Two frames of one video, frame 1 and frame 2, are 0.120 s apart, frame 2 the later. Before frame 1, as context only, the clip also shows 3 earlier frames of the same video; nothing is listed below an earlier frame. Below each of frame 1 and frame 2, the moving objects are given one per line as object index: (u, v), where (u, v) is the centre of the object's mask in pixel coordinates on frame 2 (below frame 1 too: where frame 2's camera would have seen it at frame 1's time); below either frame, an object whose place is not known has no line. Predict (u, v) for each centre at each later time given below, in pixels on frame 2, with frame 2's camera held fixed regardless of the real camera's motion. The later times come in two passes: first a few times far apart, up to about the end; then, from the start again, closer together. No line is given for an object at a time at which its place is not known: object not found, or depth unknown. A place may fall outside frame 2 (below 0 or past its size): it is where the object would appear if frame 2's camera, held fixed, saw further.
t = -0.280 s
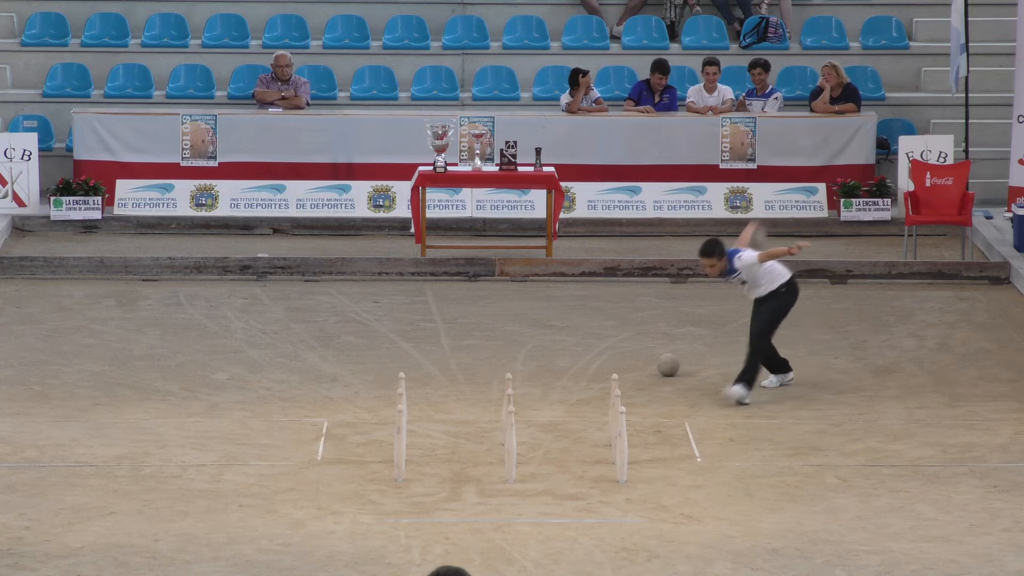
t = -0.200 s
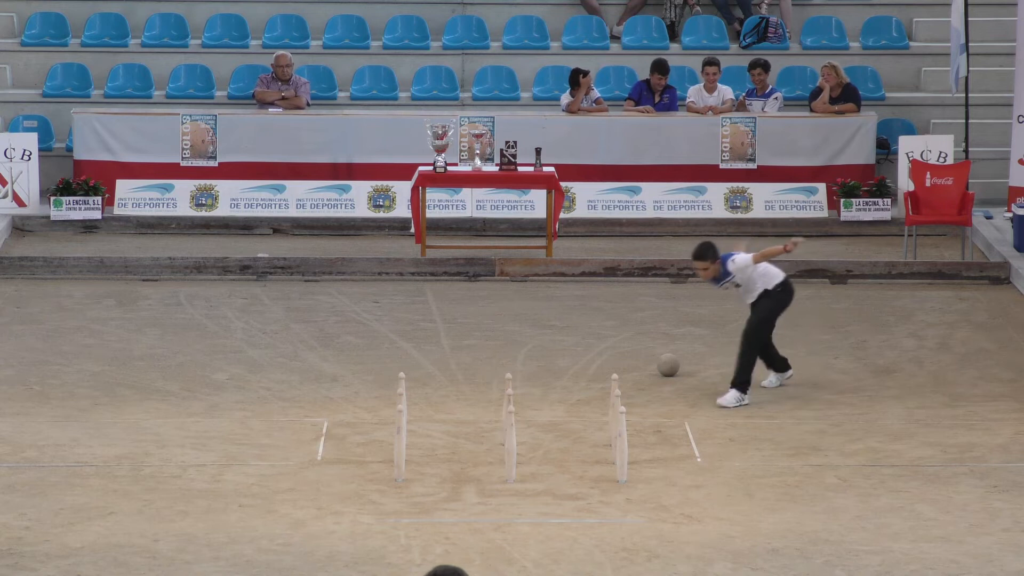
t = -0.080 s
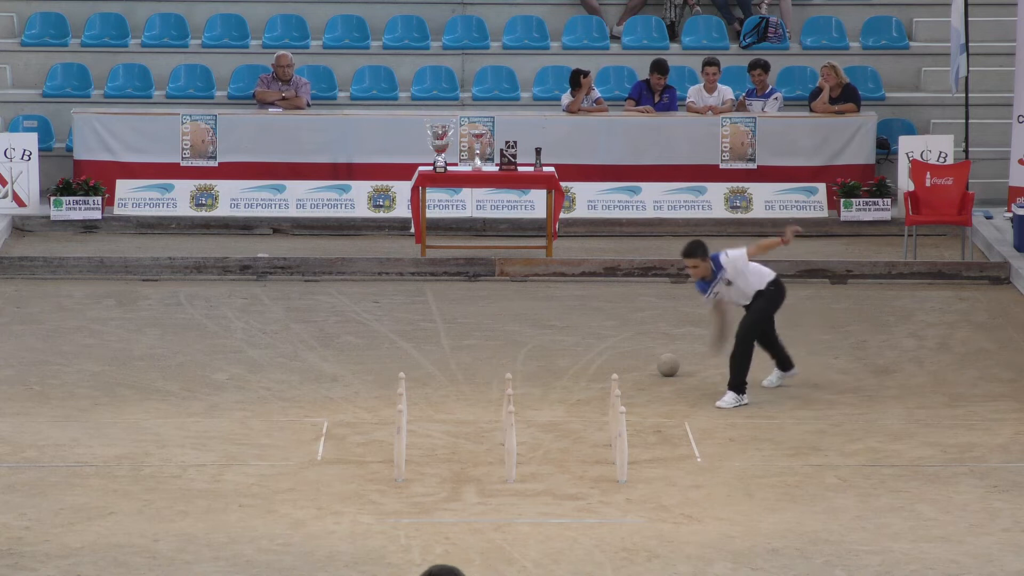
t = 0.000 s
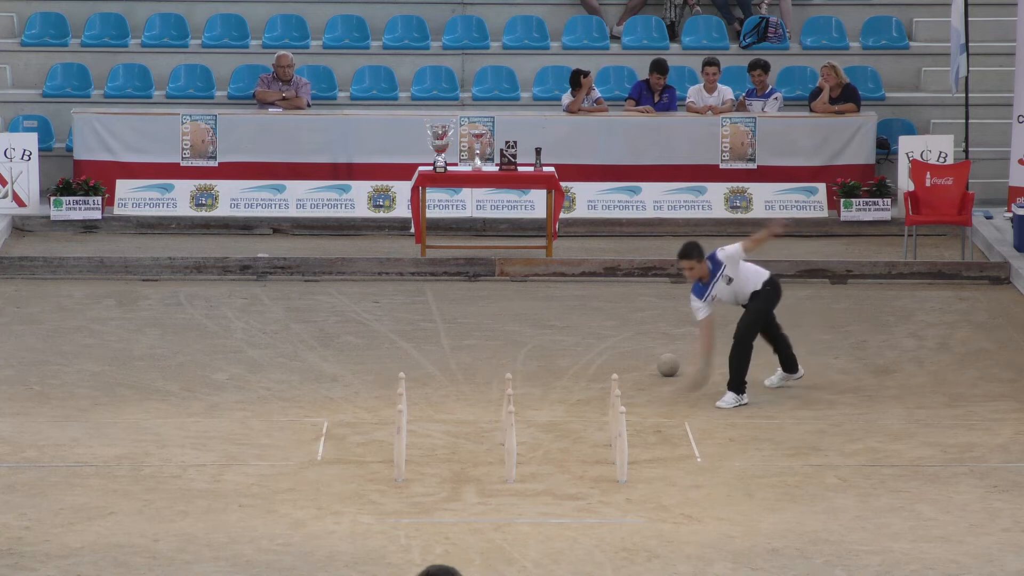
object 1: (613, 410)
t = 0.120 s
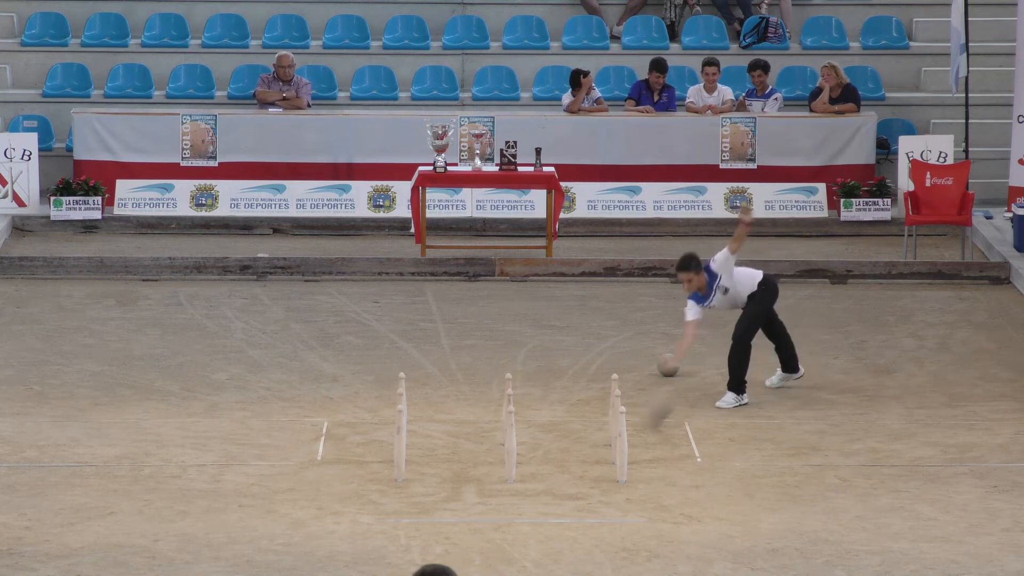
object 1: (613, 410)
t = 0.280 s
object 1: (600, 403)
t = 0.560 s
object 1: (453, 442)
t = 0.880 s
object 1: (319, 499)
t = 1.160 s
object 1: (247, 509)
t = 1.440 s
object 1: (212, 513)
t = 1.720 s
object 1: (206, 513)
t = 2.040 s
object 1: (204, 513)
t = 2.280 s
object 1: (203, 513)
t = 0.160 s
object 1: (613, 410)
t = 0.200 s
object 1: (613, 410)
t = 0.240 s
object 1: (612, 409)
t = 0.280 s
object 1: (600, 403)
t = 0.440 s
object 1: (502, 401)
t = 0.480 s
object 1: (492, 415)
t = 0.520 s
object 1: (473, 434)
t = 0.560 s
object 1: (453, 442)
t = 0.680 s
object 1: (399, 478)
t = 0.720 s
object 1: (381, 488)
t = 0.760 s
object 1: (364, 490)
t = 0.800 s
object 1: (347, 491)
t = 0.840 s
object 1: (335, 494)
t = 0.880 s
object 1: (319, 499)
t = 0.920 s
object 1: (304, 502)
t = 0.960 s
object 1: (295, 502)
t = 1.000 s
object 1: (285, 504)
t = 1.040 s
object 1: (275, 506)
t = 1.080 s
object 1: (265, 507)
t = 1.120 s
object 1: (257, 508)
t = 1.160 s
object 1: (247, 509)
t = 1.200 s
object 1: (240, 510)
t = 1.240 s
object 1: (233, 511)
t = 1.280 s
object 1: (227, 512)
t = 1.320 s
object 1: (223, 512)
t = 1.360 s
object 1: (219, 513)
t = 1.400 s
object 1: (215, 513)
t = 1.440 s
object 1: (212, 513)
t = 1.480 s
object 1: (211, 513)
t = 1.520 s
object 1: (209, 513)
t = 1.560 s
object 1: (209, 513)
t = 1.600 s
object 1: (208, 513)
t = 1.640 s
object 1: (207, 513)
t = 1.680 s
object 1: (207, 513)
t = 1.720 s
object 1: (206, 513)
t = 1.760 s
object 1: (206, 513)
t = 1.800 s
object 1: (205, 513)
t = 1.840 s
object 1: (205, 513)
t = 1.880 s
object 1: (205, 513)
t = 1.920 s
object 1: (205, 513)
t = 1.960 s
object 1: (204, 513)
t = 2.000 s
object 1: (204, 513)
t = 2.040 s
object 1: (204, 513)
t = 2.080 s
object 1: (204, 513)
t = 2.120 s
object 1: (204, 513)
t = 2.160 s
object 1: (204, 513)
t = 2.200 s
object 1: (204, 513)
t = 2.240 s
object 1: (203, 513)
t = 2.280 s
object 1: (203, 513)
